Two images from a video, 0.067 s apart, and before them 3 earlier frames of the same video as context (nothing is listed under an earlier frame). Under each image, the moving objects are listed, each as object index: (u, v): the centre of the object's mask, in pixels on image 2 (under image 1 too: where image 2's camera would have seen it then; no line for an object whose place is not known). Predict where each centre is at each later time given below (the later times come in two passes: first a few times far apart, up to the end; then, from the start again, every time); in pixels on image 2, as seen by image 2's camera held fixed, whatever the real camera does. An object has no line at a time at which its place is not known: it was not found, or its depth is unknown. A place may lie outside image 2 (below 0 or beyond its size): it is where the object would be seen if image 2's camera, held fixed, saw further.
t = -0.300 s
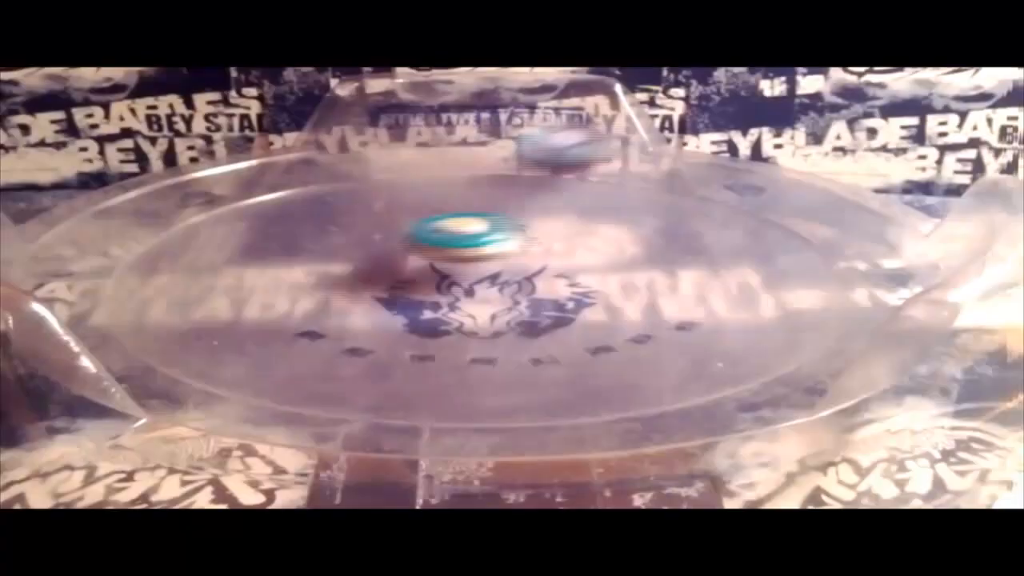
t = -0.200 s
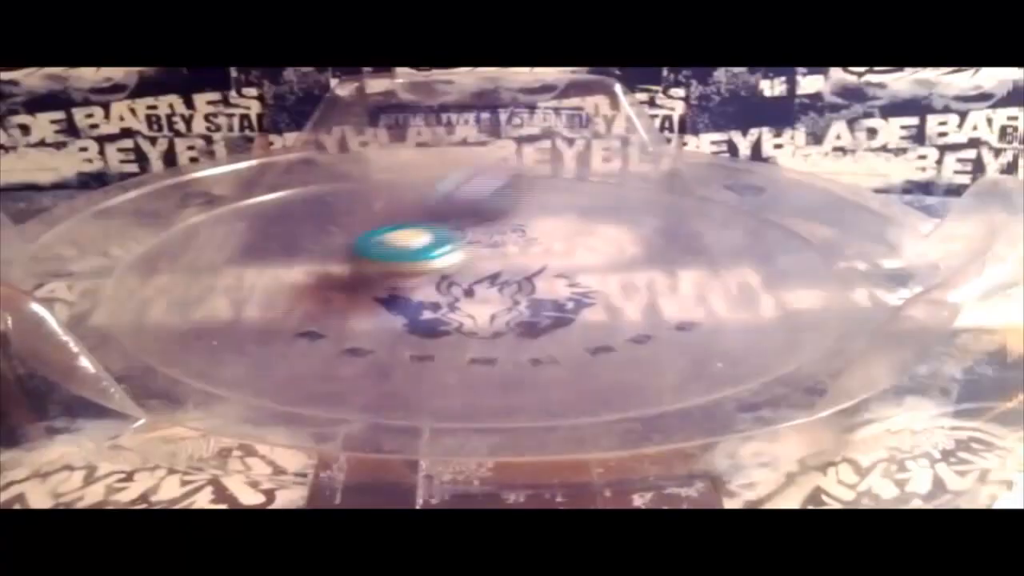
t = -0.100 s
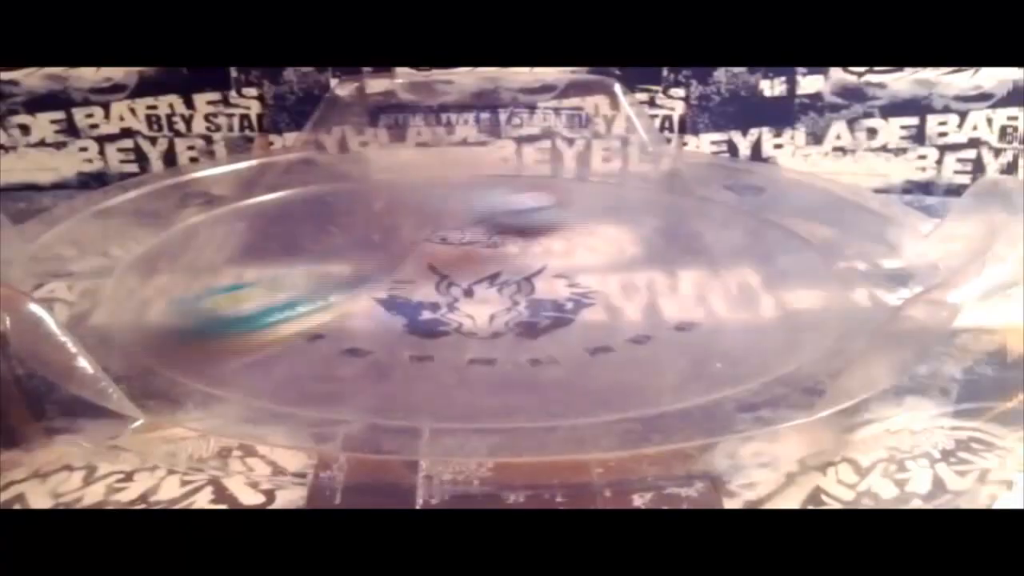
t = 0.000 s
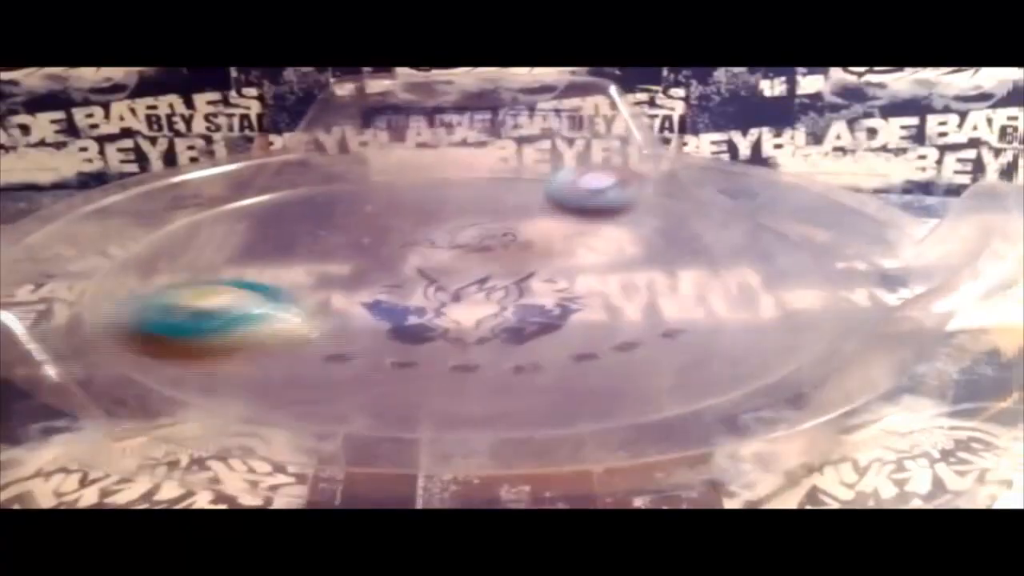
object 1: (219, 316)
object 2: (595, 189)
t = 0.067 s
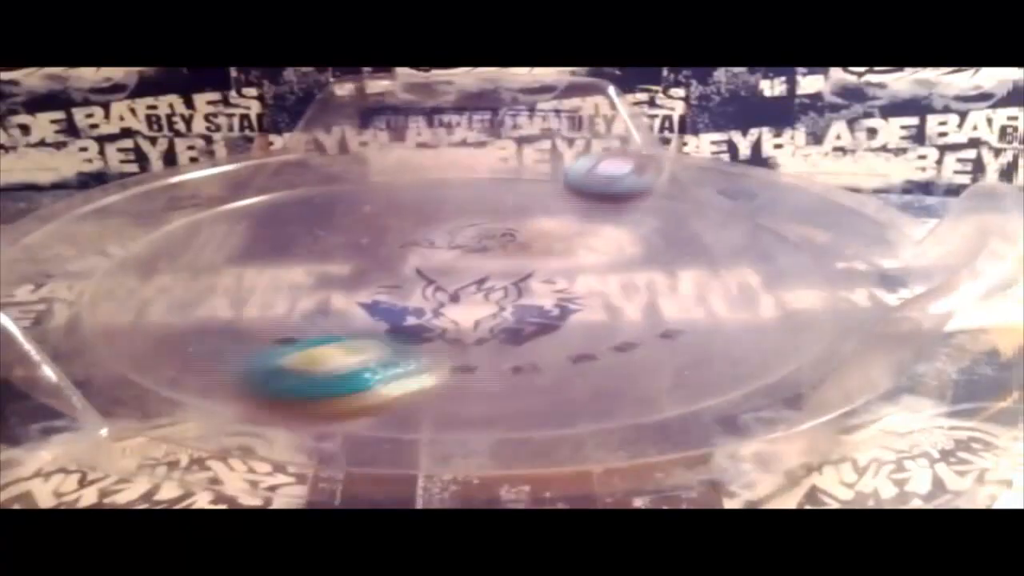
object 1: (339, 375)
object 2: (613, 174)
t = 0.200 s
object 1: (603, 369)
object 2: (598, 168)
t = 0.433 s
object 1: (764, 270)
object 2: (520, 234)
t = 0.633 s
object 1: (595, 212)
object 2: (691, 295)
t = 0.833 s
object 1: (354, 207)
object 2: (776, 224)
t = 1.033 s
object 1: (193, 254)
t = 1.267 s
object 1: (232, 312)
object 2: (442, 361)
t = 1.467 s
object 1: (377, 344)
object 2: (589, 312)
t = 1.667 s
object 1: (385, 276)
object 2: (533, 311)
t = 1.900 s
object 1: (338, 243)
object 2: (550, 365)
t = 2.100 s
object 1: (280, 270)
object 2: (600, 351)
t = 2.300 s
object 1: (345, 272)
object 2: (528, 314)
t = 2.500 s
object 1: (325, 249)
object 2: (455, 302)
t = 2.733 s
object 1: (377, 254)
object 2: (367, 322)
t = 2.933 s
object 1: (436, 240)
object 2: (438, 306)
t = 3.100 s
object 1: (447, 238)
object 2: (271, 291)
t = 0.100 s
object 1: (402, 369)
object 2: (619, 167)
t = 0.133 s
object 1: (470, 379)
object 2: (612, 167)
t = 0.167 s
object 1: (539, 375)
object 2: (605, 167)
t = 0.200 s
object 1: (603, 369)
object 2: (598, 168)
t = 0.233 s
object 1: (660, 359)
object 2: (591, 171)
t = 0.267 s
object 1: (711, 347)
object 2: (582, 175)
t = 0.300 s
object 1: (748, 328)
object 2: (570, 181)
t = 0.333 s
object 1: (767, 313)
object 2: (557, 190)
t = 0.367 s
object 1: (776, 297)
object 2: (541, 202)
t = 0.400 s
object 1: (775, 284)
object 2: (527, 217)
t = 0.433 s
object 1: (764, 270)
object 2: (520, 234)
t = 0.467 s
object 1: (747, 258)
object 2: (511, 252)
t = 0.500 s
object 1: (722, 246)
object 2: (528, 268)
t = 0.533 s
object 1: (697, 236)
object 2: (558, 284)
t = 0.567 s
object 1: (665, 226)
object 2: (591, 293)
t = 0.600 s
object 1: (631, 218)
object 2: (635, 297)
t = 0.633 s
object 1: (595, 212)
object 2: (691, 295)
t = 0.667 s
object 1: (553, 206)
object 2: (744, 287)
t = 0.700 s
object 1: (514, 203)
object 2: (795, 277)
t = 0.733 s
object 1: (474, 201)
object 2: (810, 260)
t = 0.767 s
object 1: (435, 201)
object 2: (803, 249)
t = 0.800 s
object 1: (395, 203)
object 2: (793, 236)
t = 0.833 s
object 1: (354, 207)
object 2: (776, 224)
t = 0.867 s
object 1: (322, 214)
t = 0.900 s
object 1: (290, 220)
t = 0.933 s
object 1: (260, 222)
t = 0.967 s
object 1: (231, 232)
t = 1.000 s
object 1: (210, 242)
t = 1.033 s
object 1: (193, 254)
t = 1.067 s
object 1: (181, 269)
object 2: (489, 242)
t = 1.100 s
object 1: (179, 281)
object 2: (446, 255)
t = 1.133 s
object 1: (188, 296)
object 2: (402, 279)
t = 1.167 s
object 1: (209, 311)
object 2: (366, 297)
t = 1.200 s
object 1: (230, 320)
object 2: (354, 330)
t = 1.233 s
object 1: (232, 308)
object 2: (389, 339)
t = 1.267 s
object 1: (232, 312)
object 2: (442, 361)
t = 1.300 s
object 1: (240, 336)
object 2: (501, 375)
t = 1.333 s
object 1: (254, 335)
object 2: (568, 375)
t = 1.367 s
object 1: (277, 340)
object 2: (647, 383)
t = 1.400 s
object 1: (305, 342)
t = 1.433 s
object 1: (341, 344)
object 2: (642, 334)
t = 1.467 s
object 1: (377, 344)
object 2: (589, 312)
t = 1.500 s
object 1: (399, 342)
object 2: (542, 312)
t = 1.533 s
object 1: (402, 323)
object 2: (532, 287)
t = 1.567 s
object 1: (394, 310)
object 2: (536, 280)
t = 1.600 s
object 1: (386, 301)
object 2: (537, 288)
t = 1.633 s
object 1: (385, 291)
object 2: (531, 318)
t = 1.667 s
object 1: (385, 276)
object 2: (533, 311)
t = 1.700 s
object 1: (382, 268)
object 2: (528, 311)
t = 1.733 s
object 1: (384, 258)
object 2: (514, 336)
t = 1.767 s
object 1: (381, 253)
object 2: (514, 338)
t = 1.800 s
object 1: (375, 249)
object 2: (512, 350)
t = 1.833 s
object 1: (365, 245)
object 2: (522, 354)
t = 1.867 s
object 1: (352, 243)
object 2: (536, 359)
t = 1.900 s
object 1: (338, 243)
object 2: (550, 365)
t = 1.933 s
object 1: (322, 243)
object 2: (579, 367)
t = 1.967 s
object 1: (307, 244)
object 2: (593, 367)
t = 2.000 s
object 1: (291, 250)
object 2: (604, 365)
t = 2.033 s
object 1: (282, 255)
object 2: (608, 361)
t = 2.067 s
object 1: (278, 262)
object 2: (607, 357)
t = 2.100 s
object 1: (280, 270)
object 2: (600, 351)
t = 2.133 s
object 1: (294, 277)
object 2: (585, 345)
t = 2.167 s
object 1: (313, 284)
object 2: (570, 335)
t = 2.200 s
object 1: (336, 288)
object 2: (546, 328)
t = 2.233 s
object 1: (362, 290)
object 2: (513, 318)
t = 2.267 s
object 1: (363, 285)
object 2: (506, 316)
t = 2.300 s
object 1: (345, 272)
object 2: (528, 314)
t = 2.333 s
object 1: (334, 262)
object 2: (531, 313)
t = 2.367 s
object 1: (329, 255)
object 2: (525, 311)
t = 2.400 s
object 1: (326, 251)
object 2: (515, 309)
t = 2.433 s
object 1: (324, 250)
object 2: (495, 305)
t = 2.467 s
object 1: (324, 249)
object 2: (477, 304)
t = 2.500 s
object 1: (325, 249)
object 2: (455, 302)
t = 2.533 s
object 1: (329, 250)
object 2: (427, 306)
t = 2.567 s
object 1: (333, 251)
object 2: (408, 305)
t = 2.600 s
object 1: (338, 253)
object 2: (393, 309)
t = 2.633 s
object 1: (345, 254)
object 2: (381, 312)
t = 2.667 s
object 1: (354, 254)
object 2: (373, 314)
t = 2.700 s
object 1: (364, 254)
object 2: (370, 317)
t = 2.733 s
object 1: (377, 254)
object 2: (367, 322)
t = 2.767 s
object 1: (391, 253)
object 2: (378, 325)
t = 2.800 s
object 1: (402, 251)
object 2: (397, 325)
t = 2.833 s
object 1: (412, 249)
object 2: (417, 324)
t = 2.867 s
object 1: (423, 246)
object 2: (433, 320)
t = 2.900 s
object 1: (430, 244)
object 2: (442, 316)
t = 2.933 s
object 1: (436, 240)
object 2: (438, 306)
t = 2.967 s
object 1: (441, 236)
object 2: (443, 297)
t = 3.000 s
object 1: (443, 233)
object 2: (431, 289)
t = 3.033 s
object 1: (444, 229)
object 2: (417, 282)
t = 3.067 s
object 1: (444, 227)
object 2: (397, 275)
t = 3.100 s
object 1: (447, 238)
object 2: (271, 291)
